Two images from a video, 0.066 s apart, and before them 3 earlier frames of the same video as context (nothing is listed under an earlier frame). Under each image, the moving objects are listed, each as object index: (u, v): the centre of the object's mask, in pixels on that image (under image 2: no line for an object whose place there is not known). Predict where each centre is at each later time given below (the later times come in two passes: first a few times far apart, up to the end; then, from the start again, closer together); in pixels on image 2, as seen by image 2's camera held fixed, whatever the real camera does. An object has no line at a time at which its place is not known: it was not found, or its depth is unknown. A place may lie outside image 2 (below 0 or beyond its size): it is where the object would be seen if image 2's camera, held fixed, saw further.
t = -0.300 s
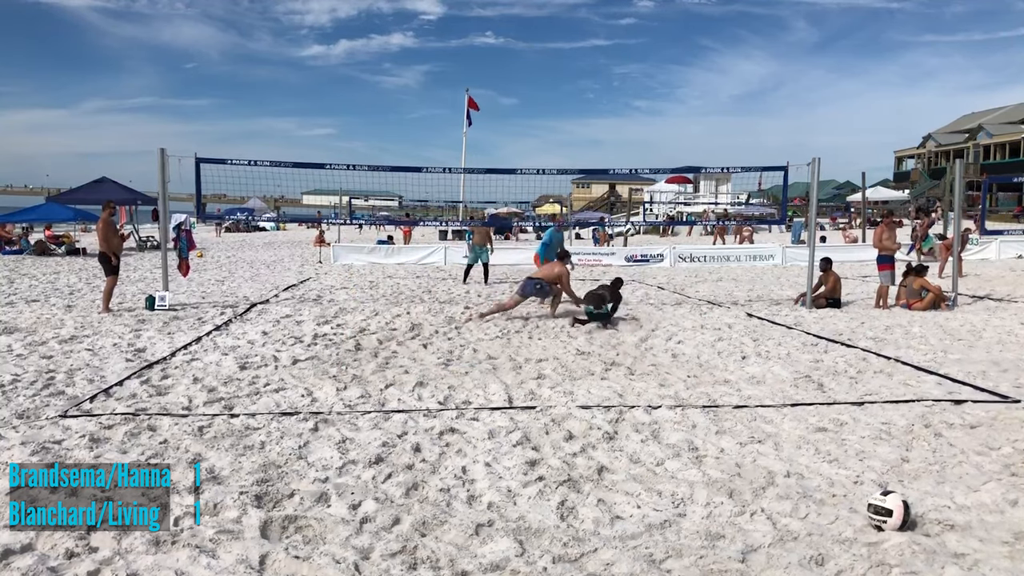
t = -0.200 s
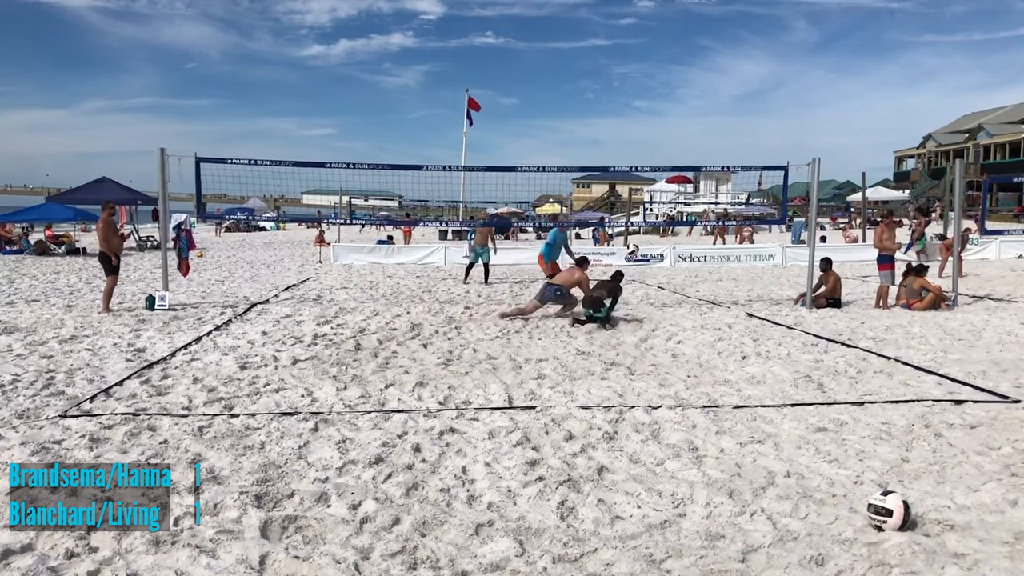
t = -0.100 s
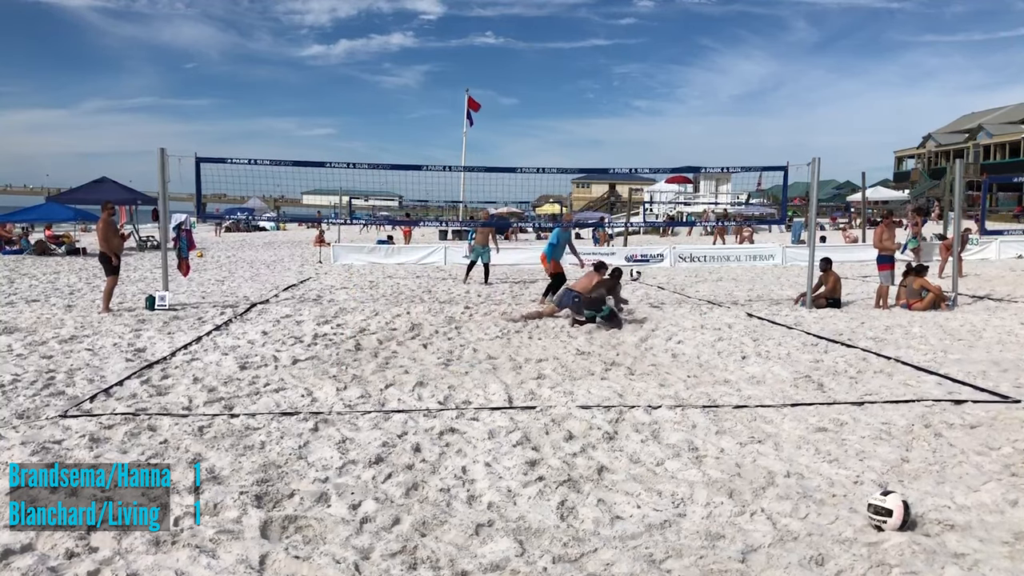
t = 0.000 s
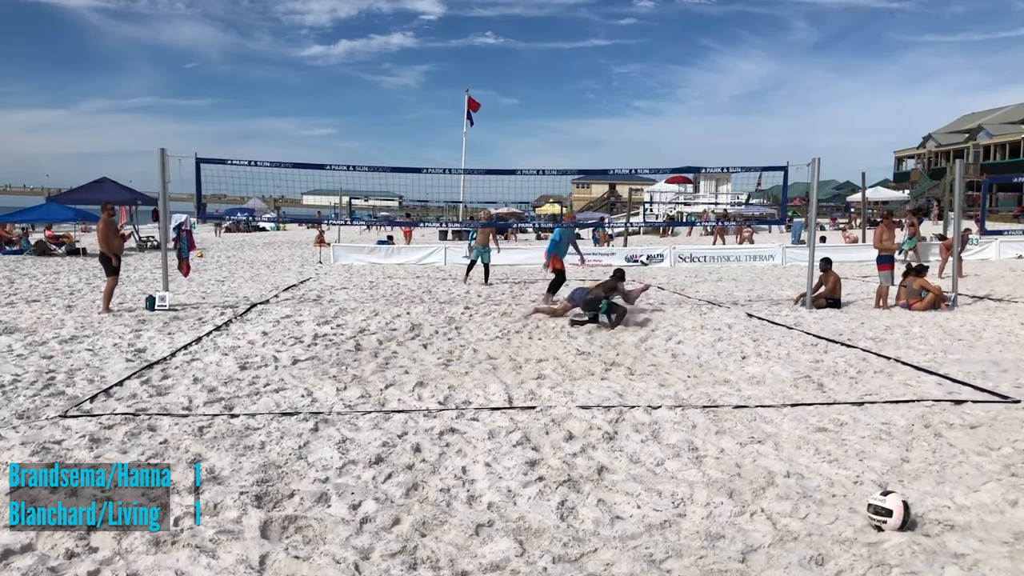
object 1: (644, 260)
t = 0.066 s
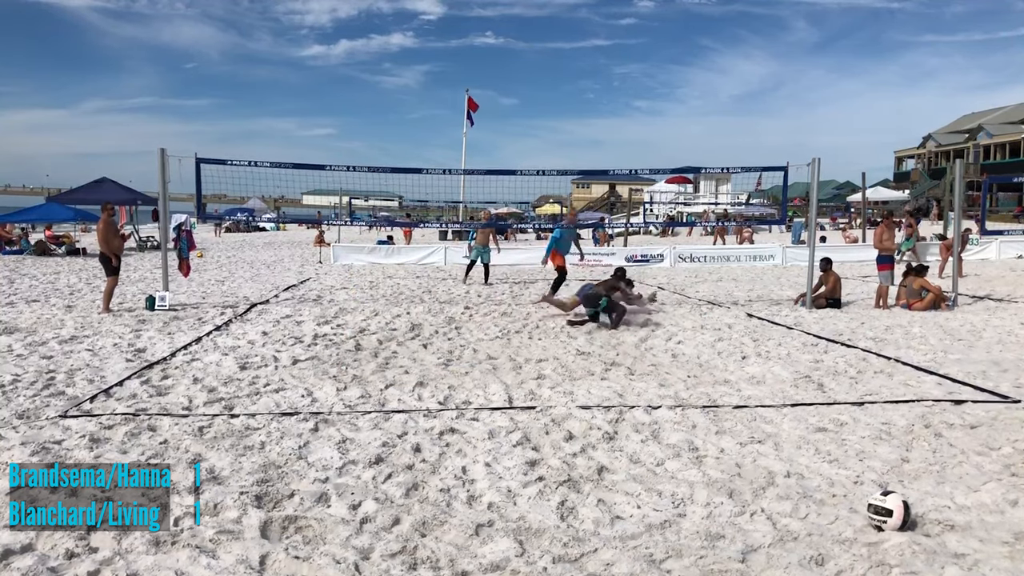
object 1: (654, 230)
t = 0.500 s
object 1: (717, 99)
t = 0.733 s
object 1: (748, 77)
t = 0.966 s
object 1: (776, 87)
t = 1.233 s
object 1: (808, 139)
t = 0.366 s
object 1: (698, 127)
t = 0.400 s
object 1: (703, 119)
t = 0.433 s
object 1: (707, 112)
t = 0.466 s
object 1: (712, 105)
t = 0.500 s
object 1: (717, 99)
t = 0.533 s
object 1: (722, 93)
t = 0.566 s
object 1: (725, 89)
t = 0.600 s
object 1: (730, 85)
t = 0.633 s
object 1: (734, 82)
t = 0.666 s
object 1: (739, 80)
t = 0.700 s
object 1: (743, 78)
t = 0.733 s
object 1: (748, 77)
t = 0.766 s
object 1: (752, 76)
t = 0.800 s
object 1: (756, 77)
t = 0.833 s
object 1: (761, 77)
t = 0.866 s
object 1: (765, 78)
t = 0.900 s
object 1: (769, 81)
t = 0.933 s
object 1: (773, 83)
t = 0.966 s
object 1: (776, 87)
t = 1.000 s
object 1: (781, 91)
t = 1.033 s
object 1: (785, 96)
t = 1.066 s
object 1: (789, 102)
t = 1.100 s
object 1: (793, 108)
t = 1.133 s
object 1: (797, 115)
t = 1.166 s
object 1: (800, 123)
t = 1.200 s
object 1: (805, 131)
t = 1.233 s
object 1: (808, 139)
